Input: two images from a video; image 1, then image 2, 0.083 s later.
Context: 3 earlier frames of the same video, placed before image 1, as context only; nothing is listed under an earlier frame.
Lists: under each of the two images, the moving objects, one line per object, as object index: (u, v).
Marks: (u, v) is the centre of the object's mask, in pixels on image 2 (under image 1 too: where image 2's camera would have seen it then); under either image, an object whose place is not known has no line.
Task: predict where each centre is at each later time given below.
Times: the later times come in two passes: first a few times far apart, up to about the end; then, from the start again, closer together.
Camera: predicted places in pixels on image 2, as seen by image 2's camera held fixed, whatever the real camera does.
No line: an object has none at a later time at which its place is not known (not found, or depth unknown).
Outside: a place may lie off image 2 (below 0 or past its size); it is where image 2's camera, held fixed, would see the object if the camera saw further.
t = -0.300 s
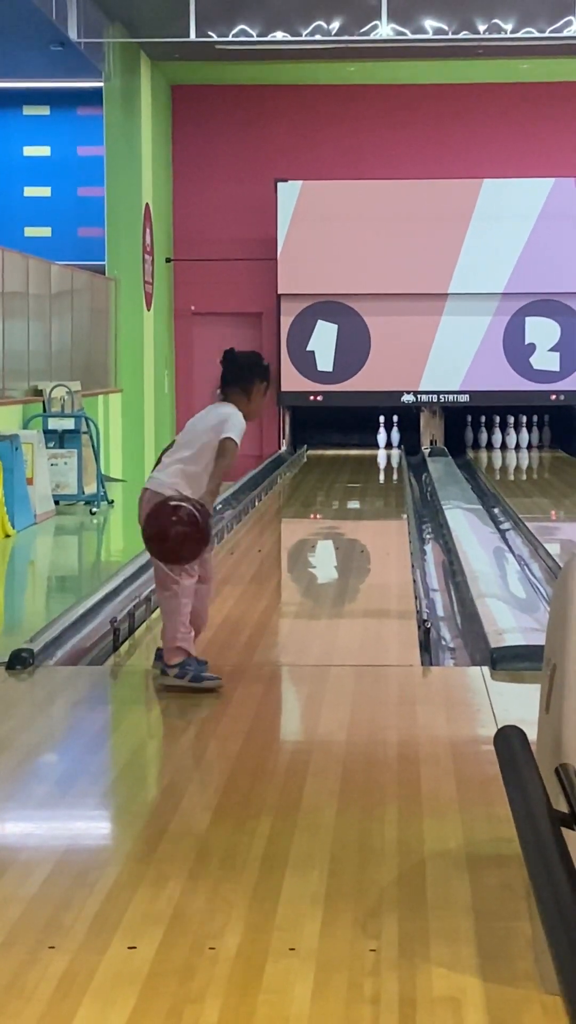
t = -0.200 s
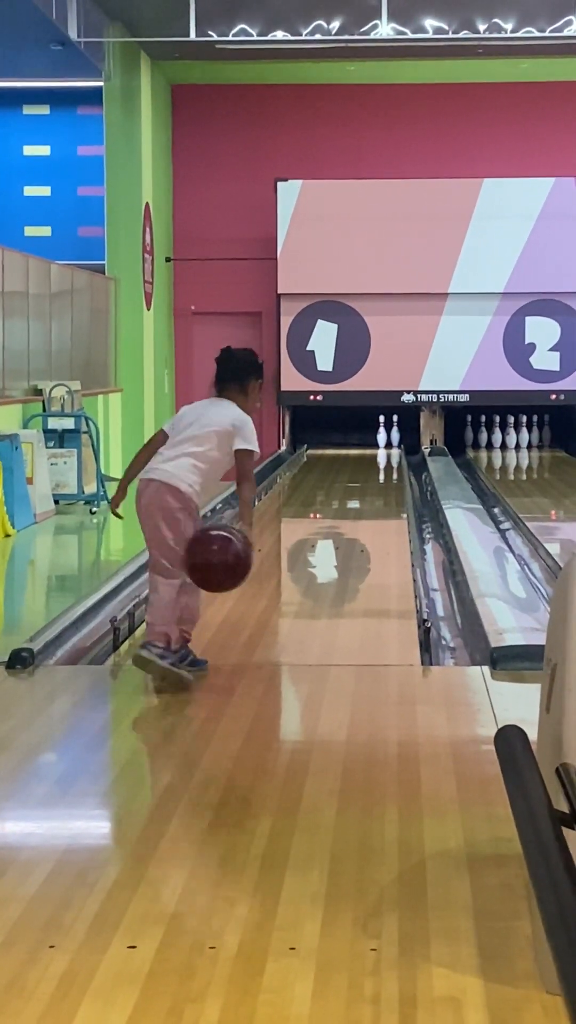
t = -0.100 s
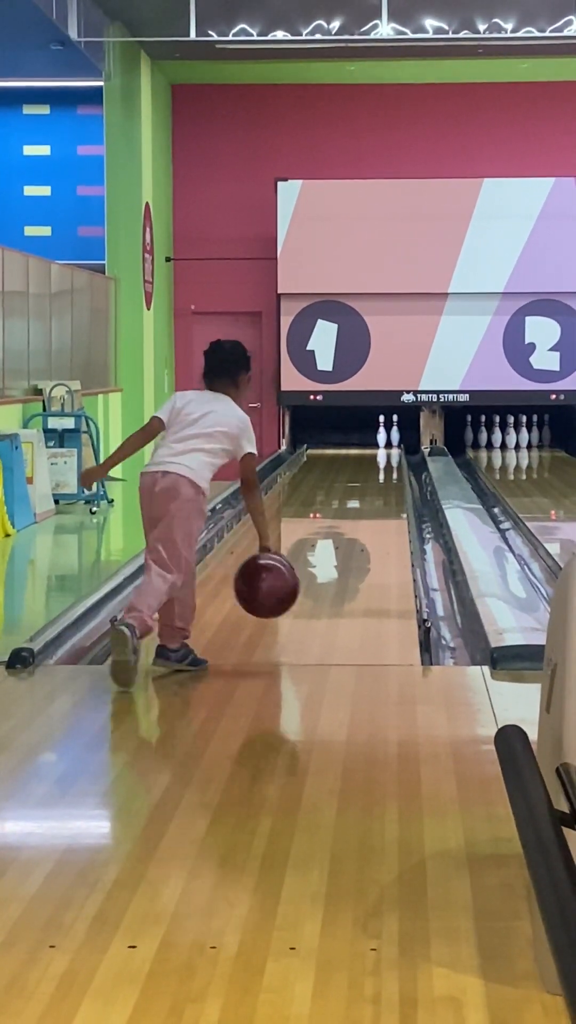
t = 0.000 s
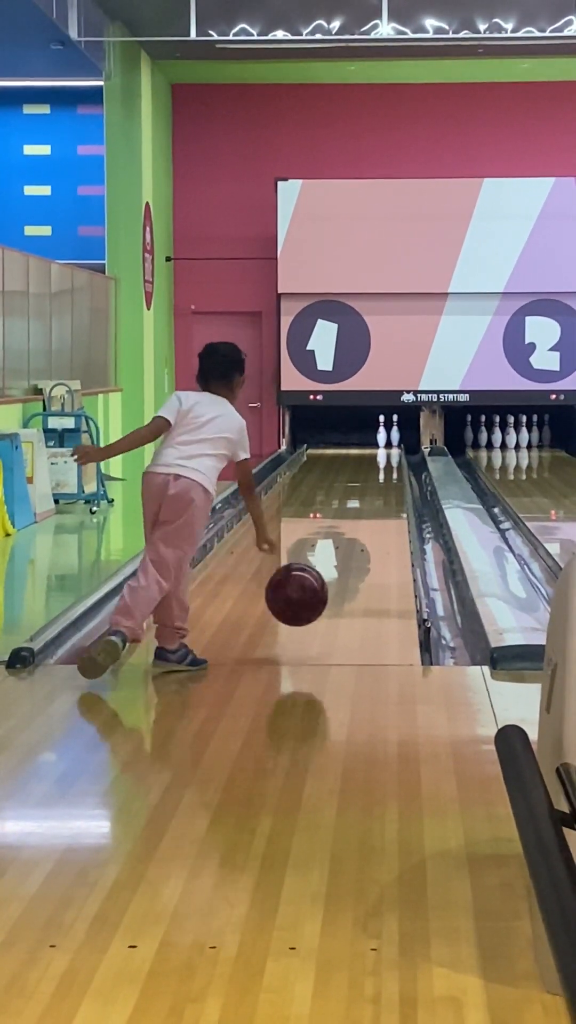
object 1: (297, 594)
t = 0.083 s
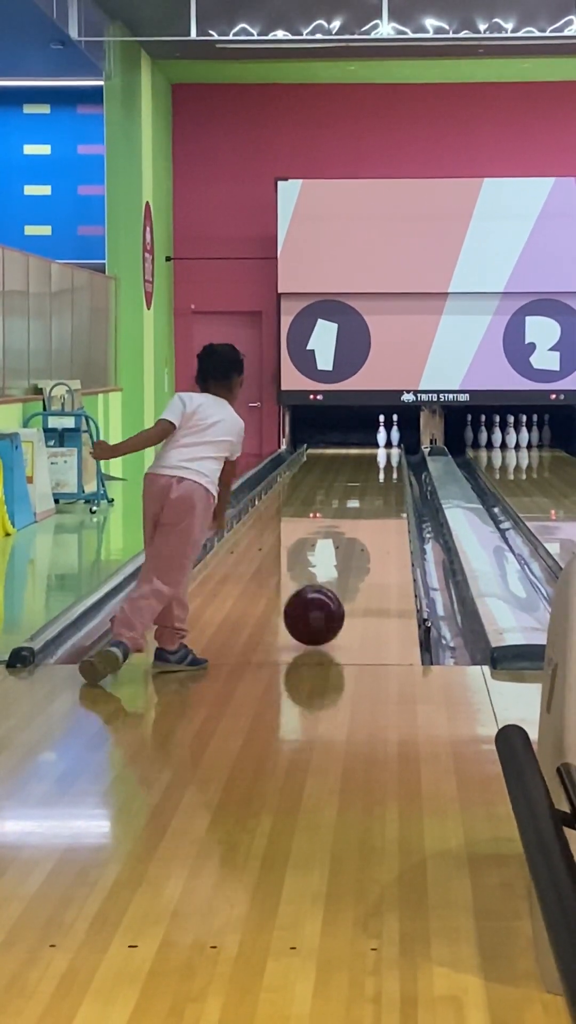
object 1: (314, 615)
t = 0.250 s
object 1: (343, 601)
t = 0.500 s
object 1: (380, 579)
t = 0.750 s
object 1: (385, 562)
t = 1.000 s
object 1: (363, 547)
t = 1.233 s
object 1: (346, 537)
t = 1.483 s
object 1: (329, 526)
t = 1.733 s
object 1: (315, 518)
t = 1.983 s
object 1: (301, 510)
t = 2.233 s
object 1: (290, 503)
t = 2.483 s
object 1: (279, 497)
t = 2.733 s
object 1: (269, 492)
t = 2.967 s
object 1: (278, 487)
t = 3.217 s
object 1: (289, 483)
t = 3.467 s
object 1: (299, 479)
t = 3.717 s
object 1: (305, 476)
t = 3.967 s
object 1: (310, 472)
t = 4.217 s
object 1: (314, 469)
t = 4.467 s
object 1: (316, 466)
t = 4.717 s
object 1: (319, 464)
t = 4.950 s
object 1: (321, 462)
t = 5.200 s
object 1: (324, 460)
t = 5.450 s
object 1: (327, 458)
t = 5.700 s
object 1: (330, 456)
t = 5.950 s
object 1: (333, 455)
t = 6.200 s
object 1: (335, 453)
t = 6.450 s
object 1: (338, 451)
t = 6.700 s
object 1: (340, 450)
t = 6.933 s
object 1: (342, 447)
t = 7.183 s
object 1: (345, 447)
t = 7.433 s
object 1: (347, 444)
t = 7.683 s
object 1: (349, 442)
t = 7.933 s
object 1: (351, 441)
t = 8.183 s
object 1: (353, 439)
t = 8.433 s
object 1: (354, 438)
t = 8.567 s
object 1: (355, 438)
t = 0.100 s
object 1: (317, 615)
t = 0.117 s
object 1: (320, 612)
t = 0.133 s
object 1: (323, 610)
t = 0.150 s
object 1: (326, 609)
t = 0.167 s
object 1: (329, 608)
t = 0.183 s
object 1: (332, 607)
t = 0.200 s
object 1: (335, 605)
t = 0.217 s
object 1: (338, 604)
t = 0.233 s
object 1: (341, 602)
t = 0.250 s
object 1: (343, 601)
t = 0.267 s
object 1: (346, 599)
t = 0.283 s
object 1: (349, 598)
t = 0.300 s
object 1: (351, 596)
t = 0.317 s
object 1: (354, 594)
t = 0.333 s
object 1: (357, 593)
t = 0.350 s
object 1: (359, 591)
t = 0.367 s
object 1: (362, 590)
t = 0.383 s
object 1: (364, 589)
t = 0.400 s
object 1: (367, 587)
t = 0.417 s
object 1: (369, 586)
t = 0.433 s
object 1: (371, 585)
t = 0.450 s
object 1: (374, 583)
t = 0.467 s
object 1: (376, 582)
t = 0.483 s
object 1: (378, 580)
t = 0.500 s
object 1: (380, 579)
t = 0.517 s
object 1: (382, 578)
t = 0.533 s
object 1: (384, 577)
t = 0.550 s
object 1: (386, 576)
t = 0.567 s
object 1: (387, 574)
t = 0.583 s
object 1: (390, 573)
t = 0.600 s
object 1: (392, 572)
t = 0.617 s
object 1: (393, 571)
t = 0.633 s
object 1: (394, 570)
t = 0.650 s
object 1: (393, 569)
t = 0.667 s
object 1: (392, 568)
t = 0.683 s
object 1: (390, 566)
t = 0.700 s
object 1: (389, 565)
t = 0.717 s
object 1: (387, 564)
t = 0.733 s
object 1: (386, 563)
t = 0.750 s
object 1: (385, 562)
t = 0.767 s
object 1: (383, 561)
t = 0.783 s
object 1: (381, 560)
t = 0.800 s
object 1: (380, 559)
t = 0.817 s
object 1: (378, 558)
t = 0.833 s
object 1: (377, 557)
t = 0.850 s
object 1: (376, 556)
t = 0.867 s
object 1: (374, 555)
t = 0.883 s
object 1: (373, 554)
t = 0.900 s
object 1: (371, 553)
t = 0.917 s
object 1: (370, 552)
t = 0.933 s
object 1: (368, 551)
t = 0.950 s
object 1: (367, 550)
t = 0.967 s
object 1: (366, 549)
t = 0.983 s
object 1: (364, 548)
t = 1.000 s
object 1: (363, 547)
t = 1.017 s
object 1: (362, 547)
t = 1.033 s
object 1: (360, 546)
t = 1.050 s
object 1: (359, 545)
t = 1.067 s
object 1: (358, 544)
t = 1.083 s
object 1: (357, 544)
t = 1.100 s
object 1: (355, 543)
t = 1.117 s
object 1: (354, 542)
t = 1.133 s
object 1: (353, 541)
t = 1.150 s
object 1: (352, 541)
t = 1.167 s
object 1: (351, 540)
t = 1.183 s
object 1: (350, 539)
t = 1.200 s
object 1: (349, 538)
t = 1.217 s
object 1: (348, 538)
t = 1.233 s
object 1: (346, 537)
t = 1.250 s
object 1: (345, 536)
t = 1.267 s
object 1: (344, 535)
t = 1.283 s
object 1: (343, 535)
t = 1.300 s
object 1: (342, 534)
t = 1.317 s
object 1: (341, 533)
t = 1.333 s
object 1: (339, 532)
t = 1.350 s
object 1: (338, 532)
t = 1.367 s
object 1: (337, 531)
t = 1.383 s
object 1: (336, 530)
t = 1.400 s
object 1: (335, 529)
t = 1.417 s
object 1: (334, 529)
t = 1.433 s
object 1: (333, 528)
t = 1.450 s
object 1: (331, 527)
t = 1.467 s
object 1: (330, 527)
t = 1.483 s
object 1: (329, 526)
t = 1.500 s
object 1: (328, 526)
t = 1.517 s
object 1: (327, 525)
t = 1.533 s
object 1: (326, 524)
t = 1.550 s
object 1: (325, 524)
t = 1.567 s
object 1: (324, 523)
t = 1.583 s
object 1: (323, 523)
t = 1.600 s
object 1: (322, 523)
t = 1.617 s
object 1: (321, 522)
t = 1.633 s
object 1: (320, 521)
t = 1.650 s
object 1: (320, 521)
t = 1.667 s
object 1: (319, 520)
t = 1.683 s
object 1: (318, 520)
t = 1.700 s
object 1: (317, 519)
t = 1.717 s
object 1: (316, 519)
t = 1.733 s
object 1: (315, 518)
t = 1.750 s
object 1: (314, 517)
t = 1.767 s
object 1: (313, 517)
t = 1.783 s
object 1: (312, 516)
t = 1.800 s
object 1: (312, 516)
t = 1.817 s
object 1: (311, 515)
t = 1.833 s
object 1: (310, 514)
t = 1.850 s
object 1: (309, 514)
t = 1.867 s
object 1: (308, 513)
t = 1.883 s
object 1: (307, 513)
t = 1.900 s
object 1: (305, 513)
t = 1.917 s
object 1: (305, 512)
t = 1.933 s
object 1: (304, 511)
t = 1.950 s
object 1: (303, 511)
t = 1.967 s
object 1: (302, 511)
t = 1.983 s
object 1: (301, 510)
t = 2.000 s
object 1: (300, 510)
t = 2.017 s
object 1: (299, 510)
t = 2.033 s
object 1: (299, 509)
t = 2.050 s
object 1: (298, 508)
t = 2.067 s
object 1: (298, 507)
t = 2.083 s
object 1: (297, 507)
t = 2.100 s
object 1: (296, 506)
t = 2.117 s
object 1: (295, 506)
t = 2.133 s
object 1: (295, 505)
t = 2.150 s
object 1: (294, 505)
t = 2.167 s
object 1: (294, 505)
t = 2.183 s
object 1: (292, 504)
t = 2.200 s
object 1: (292, 504)
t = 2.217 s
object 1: (290, 504)
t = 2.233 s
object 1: (290, 503)
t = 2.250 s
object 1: (289, 503)
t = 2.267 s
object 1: (288, 502)
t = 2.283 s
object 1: (288, 501)
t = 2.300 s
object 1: (287, 501)
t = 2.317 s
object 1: (286, 501)
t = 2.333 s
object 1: (285, 500)
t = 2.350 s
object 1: (284, 500)
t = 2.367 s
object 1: (284, 499)
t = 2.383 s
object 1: (283, 499)
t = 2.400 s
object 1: (282, 499)
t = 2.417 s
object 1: (281, 498)
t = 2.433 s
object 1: (281, 498)
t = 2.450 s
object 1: (280, 498)
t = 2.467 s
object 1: (279, 497)
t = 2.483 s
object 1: (279, 497)
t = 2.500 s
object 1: (278, 497)
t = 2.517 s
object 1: (278, 496)
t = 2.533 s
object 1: (277, 496)
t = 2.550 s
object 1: (276, 496)
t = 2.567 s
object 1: (276, 495)
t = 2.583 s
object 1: (275, 494)
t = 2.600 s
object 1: (275, 494)
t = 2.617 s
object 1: (274, 495)
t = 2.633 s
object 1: (273, 494)
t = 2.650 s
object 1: (272, 494)
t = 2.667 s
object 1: (271, 493)
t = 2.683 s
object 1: (271, 493)
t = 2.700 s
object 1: (270, 493)
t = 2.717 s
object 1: (269, 492)
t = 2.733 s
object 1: (269, 492)
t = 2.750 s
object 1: (268, 491)
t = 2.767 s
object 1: (268, 491)
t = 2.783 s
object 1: (267, 491)
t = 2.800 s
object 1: (268, 491)
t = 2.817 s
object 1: (269, 490)
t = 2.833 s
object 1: (270, 490)
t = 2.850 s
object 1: (271, 490)
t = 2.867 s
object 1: (272, 489)
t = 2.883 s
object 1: (273, 489)
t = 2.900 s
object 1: (274, 489)
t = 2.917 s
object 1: (275, 488)
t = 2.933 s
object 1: (276, 487)
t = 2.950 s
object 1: (277, 487)
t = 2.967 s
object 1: (278, 487)
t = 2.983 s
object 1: (279, 486)
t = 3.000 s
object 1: (280, 486)
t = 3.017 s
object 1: (282, 486)
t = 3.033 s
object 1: (282, 486)
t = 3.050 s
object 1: (283, 485)
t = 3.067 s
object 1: (283, 485)
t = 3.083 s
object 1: (284, 485)
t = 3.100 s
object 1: (285, 485)
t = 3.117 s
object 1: (286, 484)
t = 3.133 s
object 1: (286, 484)
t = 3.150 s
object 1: (287, 484)
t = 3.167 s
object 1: (287, 484)
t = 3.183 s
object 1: (288, 484)
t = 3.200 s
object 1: (288, 484)
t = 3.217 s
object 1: (289, 483)
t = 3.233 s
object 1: (290, 483)
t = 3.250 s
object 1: (291, 482)
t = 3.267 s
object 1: (291, 482)
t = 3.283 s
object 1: (292, 482)
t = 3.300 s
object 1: (293, 482)
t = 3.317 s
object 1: (293, 481)
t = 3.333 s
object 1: (294, 481)
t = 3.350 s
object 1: (295, 480)
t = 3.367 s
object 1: (295, 480)
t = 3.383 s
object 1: (295, 481)
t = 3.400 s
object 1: (296, 480)
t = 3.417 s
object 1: (297, 479)
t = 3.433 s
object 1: (298, 479)
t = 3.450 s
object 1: (298, 479)
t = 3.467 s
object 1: (299, 479)
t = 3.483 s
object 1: (299, 479)
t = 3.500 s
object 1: (300, 478)
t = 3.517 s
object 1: (300, 479)
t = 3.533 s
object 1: (301, 478)
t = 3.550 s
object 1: (301, 478)
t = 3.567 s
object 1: (302, 478)
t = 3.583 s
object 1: (302, 477)
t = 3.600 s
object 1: (302, 477)
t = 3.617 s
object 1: (303, 477)
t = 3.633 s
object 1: (303, 477)
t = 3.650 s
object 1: (303, 477)
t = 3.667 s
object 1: (304, 476)
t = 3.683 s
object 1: (304, 476)
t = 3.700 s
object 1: (305, 476)
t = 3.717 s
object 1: (305, 476)
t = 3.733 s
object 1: (306, 475)
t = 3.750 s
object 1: (306, 475)
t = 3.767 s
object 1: (307, 475)
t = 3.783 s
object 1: (307, 475)
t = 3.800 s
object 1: (307, 475)
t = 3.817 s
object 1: (308, 474)
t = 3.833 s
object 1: (308, 474)
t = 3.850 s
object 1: (309, 474)
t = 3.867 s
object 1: (308, 474)
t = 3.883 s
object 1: (308, 474)
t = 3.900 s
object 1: (309, 473)
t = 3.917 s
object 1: (310, 473)
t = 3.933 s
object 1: (310, 473)
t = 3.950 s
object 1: (310, 472)
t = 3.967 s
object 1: (310, 472)
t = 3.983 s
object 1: (311, 472)
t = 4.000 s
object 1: (311, 472)
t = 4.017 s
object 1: (311, 471)
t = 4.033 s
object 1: (311, 471)
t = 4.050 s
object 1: (311, 471)
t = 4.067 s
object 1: (312, 471)
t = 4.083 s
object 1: (312, 471)
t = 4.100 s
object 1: (312, 471)
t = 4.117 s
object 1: (312, 471)
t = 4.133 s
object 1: (312, 470)
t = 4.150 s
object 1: (313, 470)
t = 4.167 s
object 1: (313, 470)
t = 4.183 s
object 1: (313, 470)
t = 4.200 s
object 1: (313, 470)
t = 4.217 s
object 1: (314, 469)
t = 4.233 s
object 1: (313, 469)
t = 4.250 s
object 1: (314, 469)
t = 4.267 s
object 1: (314, 469)
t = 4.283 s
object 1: (314, 469)
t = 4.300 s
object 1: (314, 468)
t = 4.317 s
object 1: (314, 468)
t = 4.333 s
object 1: (315, 468)
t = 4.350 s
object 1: (315, 468)
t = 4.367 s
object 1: (315, 468)
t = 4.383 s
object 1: (315, 468)
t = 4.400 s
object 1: (316, 467)
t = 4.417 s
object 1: (316, 467)
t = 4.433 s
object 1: (316, 467)
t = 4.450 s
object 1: (316, 467)
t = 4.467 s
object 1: (316, 466)
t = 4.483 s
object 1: (316, 466)
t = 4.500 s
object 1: (317, 466)
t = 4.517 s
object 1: (317, 466)
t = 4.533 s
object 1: (317, 466)
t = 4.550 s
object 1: (317, 466)
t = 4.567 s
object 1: (317, 465)
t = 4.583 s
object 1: (318, 466)
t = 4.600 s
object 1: (318, 465)
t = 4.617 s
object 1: (318, 465)
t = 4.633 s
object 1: (318, 465)
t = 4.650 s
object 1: (318, 465)
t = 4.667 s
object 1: (318, 465)
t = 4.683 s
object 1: (318, 464)
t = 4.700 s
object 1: (318, 464)
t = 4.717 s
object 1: (319, 464)
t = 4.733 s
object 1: (319, 464)
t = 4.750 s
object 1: (319, 464)
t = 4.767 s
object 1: (319, 464)
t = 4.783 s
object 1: (319, 464)
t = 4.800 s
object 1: (320, 463)
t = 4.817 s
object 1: (319, 463)
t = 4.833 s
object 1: (320, 463)
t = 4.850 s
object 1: (320, 463)
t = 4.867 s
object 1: (320, 463)
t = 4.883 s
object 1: (320, 463)
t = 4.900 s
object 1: (320, 462)
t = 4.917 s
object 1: (320, 462)
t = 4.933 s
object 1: (321, 462)
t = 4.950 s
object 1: (321, 462)
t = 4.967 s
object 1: (321, 462)
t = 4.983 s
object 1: (322, 462)
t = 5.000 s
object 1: (322, 462)
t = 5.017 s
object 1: (322, 462)
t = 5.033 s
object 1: (322, 462)
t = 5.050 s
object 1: (323, 462)
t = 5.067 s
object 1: (324, 461)
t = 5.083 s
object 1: (323, 461)
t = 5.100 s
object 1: (323, 461)
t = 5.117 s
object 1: (324, 461)
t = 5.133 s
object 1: (324, 461)
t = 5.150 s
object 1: (324, 460)
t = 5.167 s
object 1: (324, 461)
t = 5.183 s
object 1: (324, 460)
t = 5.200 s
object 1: (324, 460)
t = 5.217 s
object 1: (325, 460)
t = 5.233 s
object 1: (325, 460)
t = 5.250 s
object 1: (325, 460)
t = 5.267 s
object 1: (325, 460)
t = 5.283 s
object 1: (325, 460)
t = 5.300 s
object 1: (326, 459)
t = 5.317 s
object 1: (326, 459)
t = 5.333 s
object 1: (326, 459)
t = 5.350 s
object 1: (326, 459)
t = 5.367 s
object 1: (326, 459)
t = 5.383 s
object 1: (326, 459)
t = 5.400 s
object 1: (326, 459)
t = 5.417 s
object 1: (326, 458)
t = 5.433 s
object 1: (327, 458)
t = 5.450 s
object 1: (327, 458)
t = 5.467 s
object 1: (327, 458)
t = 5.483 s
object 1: (327, 458)
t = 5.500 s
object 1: (328, 458)
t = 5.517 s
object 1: (327, 458)
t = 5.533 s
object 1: (328, 458)
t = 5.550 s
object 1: (328, 458)
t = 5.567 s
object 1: (328, 457)
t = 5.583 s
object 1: (329, 457)
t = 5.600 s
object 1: (329, 457)
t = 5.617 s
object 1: (329, 457)
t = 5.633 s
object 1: (330, 456)
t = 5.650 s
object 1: (330, 456)
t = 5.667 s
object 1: (330, 456)
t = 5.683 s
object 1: (330, 456)
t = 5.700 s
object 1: (330, 456)
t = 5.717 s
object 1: (330, 456)
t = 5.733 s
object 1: (331, 456)
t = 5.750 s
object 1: (331, 456)
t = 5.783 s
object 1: (331, 456)
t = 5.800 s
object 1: (331, 455)
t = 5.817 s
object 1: (331, 456)
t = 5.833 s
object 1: (331, 456)
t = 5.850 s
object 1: (331, 455)
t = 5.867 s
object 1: (332, 455)
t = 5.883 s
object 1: (332, 456)
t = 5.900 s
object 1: (332, 455)
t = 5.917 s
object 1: (333, 455)
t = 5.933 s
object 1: (333, 455)
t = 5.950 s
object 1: (333, 455)
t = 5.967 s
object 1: (333, 454)
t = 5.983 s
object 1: (333, 454)
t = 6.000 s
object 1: (333, 454)
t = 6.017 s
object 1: (334, 454)
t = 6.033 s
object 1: (334, 454)
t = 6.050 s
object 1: (334, 454)
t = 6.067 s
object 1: (334, 453)
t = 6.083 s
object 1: (334, 453)
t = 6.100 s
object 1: (334, 453)
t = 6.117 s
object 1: (334, 453)
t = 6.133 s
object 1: (335, 453)
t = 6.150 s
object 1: (335, 453)
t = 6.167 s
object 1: (335, 453)
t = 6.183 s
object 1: (335, 453)
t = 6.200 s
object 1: (335, 453)
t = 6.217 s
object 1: (335, 453)
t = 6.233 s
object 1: (336, 453)
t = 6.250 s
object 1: (336, 453)
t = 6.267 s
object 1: (336, 452)
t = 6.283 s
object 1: (336, 452)
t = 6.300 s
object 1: (336, 452)
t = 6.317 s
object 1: (336, 452)
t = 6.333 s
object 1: (337, 452)
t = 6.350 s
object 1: (337, 452)
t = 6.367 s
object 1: (337, 451)
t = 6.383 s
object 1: (337, 451)
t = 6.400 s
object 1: (337, 451)
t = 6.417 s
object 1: (337, 451)
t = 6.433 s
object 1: (337, 451)
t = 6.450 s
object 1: (338, 451)
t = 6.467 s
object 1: (338, 451)
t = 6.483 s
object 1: (338, 451)
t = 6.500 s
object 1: (338, 451)
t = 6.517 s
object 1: (338, 451)
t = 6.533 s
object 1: (339, 451)
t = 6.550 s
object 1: (339, 450)
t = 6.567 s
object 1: (339, 450)
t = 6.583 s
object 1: (339, 451)
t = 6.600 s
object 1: (339, 451)
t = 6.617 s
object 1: (340, 451)
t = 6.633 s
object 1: (339, 450)
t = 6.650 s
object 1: (340, 450)
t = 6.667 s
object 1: (340, 449)
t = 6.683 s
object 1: (340, 450)
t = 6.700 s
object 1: (340, 450)
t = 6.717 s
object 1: (340, 449)
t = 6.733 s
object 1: (340, 449)
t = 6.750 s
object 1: (340, 449)
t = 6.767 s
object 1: (341, 449)
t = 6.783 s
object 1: (341, 449)
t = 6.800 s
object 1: (342, 449)
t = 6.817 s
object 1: (341, 448)
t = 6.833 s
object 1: (341, 448)
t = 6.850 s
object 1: (341, 448)
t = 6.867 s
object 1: (342, 448)
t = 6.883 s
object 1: (342, 448)
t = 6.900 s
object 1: (342, 448)
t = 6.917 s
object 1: (342, 447)
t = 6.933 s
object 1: (342, 447)
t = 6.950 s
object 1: (343, 447)
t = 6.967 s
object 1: (343, 447)
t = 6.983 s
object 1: (343, 447)
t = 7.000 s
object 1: (343, 447)
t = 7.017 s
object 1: (343, 447)
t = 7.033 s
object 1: (343, 447)
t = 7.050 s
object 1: (343, 447)
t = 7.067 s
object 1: (344, 446)
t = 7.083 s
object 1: (344, 447)
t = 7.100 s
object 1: (344, 446)
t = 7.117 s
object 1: (344, 446)
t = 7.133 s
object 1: (344, 446)
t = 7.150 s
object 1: (345, 446)
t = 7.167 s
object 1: (345, 447)
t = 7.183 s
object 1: (345, 447)
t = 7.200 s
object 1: (345, 446)
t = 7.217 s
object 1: (345, 446)
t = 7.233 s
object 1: (345, 446)
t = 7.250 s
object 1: (346, 446)
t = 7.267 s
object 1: (346, 446)
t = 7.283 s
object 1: (346, 446)
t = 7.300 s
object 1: (346, 445)
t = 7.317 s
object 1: (346, 445)
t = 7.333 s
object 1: (346, 445)
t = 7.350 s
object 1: (347, 445)
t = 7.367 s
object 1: (347, 445)
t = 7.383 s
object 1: (347, 445)
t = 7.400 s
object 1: (347, 445)
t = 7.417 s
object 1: (347, 444)
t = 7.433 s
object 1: (347, 444)
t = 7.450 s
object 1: (348, 444)
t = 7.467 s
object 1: (348, 444)
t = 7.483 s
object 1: (348, 444)
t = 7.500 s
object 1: (348, 444)
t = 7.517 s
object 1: (348, 444)
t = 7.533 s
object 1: (348, 444)
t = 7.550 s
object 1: (349, 444)
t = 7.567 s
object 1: (348, 443)
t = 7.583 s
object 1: (348, 443)
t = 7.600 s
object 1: (348, 443)
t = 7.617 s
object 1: (349, 443)
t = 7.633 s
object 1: (349, 443)
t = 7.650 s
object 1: (349, 442)
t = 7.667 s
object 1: (349, 442)
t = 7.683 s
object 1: (349, 442)
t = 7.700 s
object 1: (350, 442)
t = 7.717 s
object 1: (350, 442)
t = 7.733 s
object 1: (350, 442)
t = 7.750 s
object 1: (350, 442)
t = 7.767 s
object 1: (350, 442)
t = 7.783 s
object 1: (350, 442)
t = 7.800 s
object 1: (350, 442)
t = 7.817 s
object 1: (350, 441)
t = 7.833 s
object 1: (350, 441)
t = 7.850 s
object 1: (350, 441)
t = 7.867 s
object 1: (350, 441)
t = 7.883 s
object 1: (351, 441)
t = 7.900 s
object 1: (351, 441)
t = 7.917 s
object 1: (351, 441)
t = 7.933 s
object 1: (351, 441)
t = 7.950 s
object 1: (351, 441)
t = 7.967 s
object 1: (351, 441)
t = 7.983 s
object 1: (351, 441)
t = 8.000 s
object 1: (352, 440)
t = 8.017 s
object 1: (352, 440)
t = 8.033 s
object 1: (352, 440)
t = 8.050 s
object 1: (352, 440)
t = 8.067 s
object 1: (352, 440)
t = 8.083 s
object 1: (352, 440)
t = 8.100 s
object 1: (352, 440)
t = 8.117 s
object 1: (352, 440)
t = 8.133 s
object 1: (352, 440)
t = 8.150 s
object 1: (353, 439)
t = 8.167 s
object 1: (353, 439)
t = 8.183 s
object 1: (353, 439)
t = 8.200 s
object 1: (353, 439)
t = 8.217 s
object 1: (353, 439)
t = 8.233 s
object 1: (353, 439)
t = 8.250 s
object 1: (353, 439)
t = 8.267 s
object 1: (354, 438)
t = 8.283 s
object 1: (353, 439)
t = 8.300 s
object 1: (354, 438)
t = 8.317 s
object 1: (354, 438)
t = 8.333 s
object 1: (354, 438)
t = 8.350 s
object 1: (354, 439)
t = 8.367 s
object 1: (354, 439)
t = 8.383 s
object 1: (354, 438)
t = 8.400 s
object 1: (354, 438)
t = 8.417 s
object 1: (354, 438)
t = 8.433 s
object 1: (354, 438)
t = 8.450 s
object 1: (354, 438)
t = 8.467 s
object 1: (354, 438)
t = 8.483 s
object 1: (355, 438)
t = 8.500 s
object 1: (355, 438)
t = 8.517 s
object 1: (355, 437)
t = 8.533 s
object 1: (355, 437)
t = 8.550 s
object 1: (355, 438)
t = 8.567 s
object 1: (355, 438)
